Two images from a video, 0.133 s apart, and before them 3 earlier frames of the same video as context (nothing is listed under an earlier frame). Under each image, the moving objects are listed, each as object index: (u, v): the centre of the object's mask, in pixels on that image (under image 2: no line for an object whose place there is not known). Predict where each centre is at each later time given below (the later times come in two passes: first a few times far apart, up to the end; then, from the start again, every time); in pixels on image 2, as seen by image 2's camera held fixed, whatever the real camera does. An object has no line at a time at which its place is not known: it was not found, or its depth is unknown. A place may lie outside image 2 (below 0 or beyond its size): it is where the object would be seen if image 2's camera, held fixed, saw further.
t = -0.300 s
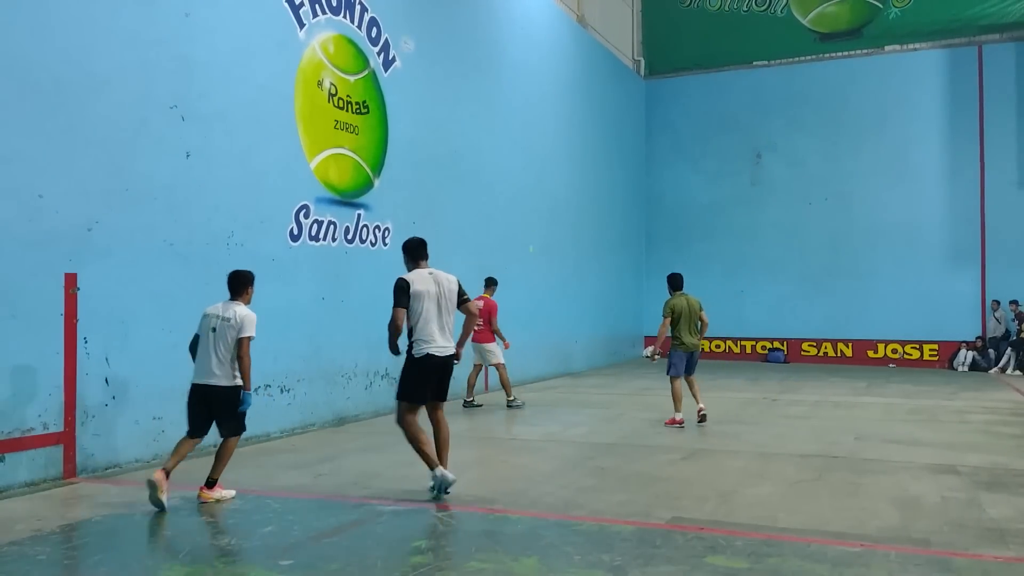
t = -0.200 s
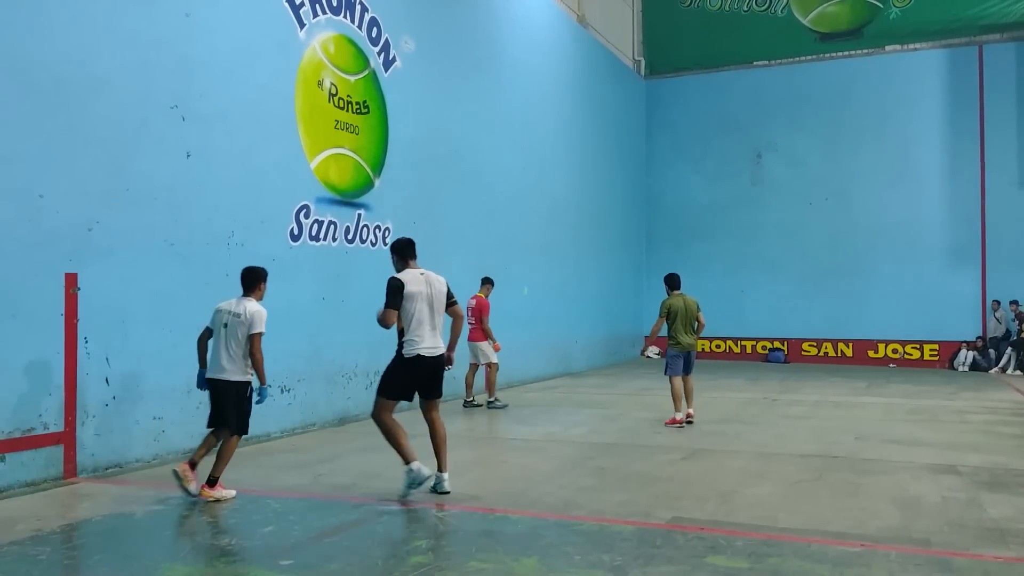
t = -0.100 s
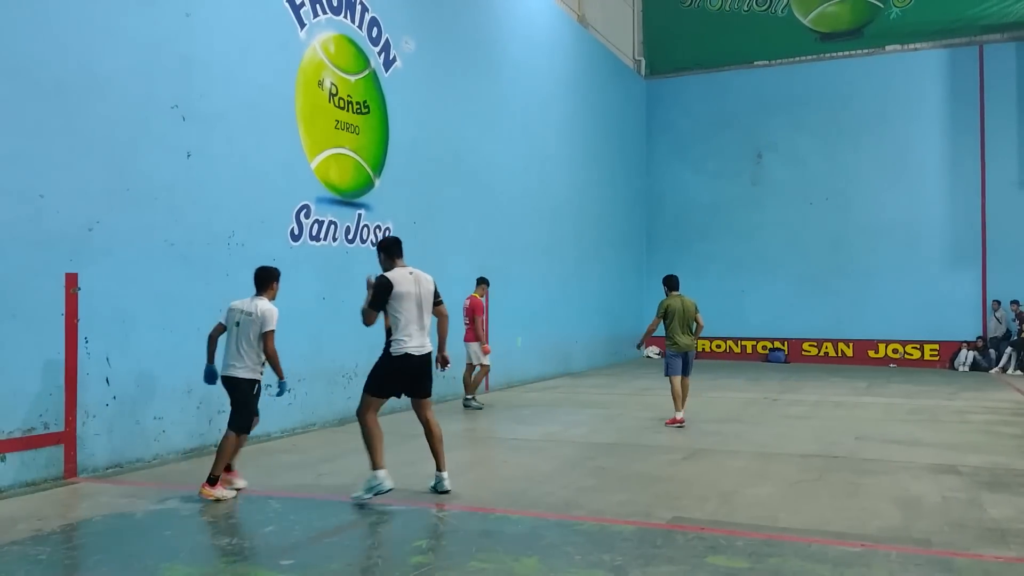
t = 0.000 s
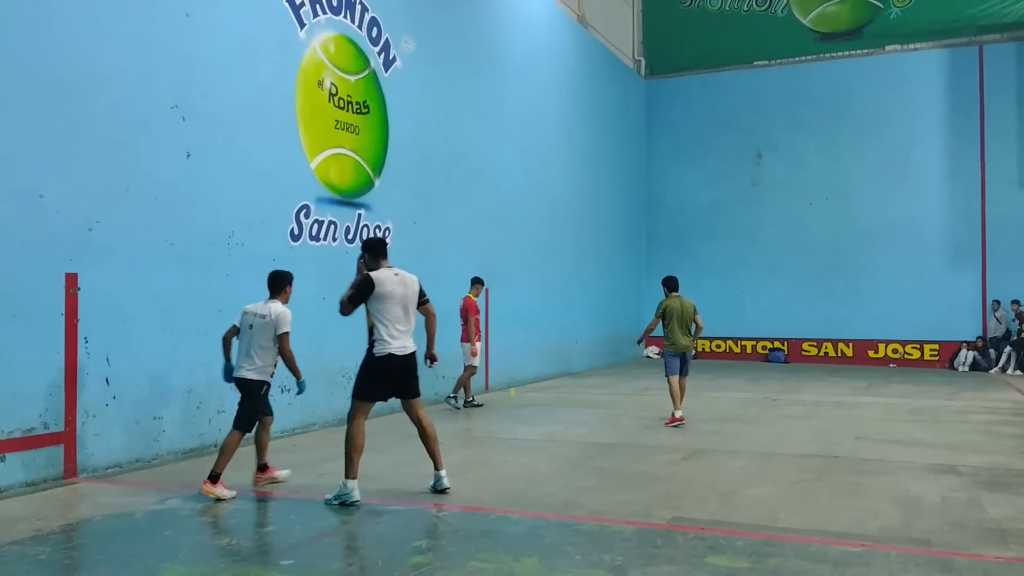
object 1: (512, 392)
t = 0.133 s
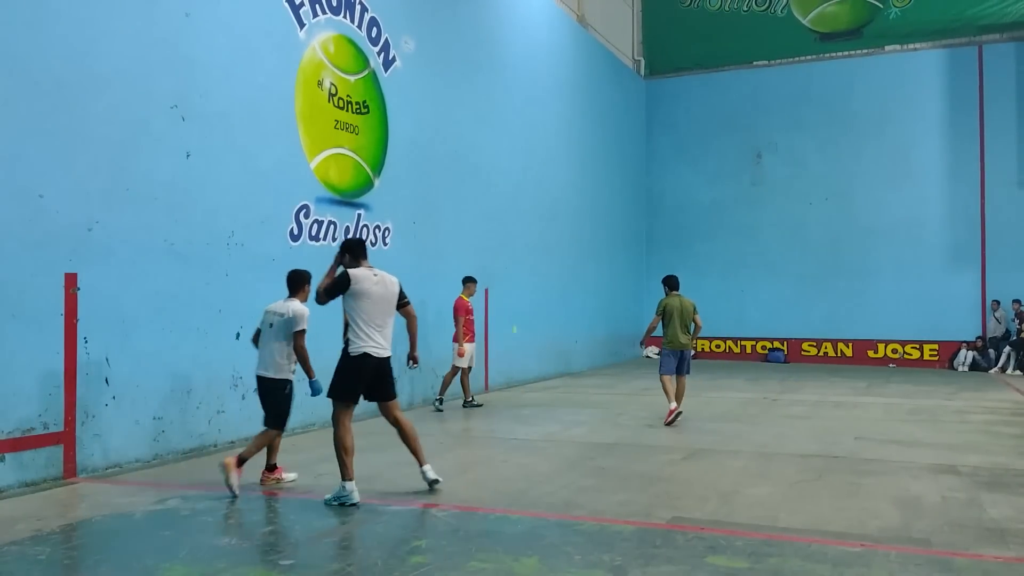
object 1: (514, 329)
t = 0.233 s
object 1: (516, 289)
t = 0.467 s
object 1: (521, 218)
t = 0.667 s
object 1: (526, 186)
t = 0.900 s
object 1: (533, 188)
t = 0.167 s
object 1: (515, 316)
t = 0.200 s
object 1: (516, 302)
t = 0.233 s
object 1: (516, 289)
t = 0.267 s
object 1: (517, 277)
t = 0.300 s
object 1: (517, 265)
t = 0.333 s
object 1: (518, 255)
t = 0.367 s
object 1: (519, 244)
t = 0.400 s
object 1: (520, 235)
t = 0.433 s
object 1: (521, 226)
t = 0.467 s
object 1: (521, 218)
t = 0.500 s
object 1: (522, 211)
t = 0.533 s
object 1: (523, 204)
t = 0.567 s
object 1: (523, 198)
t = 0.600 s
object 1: (524, 193)
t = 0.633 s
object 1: (525, 189)
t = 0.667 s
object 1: (526, 186)
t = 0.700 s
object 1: (527, 184)
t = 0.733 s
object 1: (528, 182)
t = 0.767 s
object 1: (528, 181)
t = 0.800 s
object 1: (530, 181)
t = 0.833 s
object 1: (531, 182)
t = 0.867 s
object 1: (532, 184)
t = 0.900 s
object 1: (533, 188)
